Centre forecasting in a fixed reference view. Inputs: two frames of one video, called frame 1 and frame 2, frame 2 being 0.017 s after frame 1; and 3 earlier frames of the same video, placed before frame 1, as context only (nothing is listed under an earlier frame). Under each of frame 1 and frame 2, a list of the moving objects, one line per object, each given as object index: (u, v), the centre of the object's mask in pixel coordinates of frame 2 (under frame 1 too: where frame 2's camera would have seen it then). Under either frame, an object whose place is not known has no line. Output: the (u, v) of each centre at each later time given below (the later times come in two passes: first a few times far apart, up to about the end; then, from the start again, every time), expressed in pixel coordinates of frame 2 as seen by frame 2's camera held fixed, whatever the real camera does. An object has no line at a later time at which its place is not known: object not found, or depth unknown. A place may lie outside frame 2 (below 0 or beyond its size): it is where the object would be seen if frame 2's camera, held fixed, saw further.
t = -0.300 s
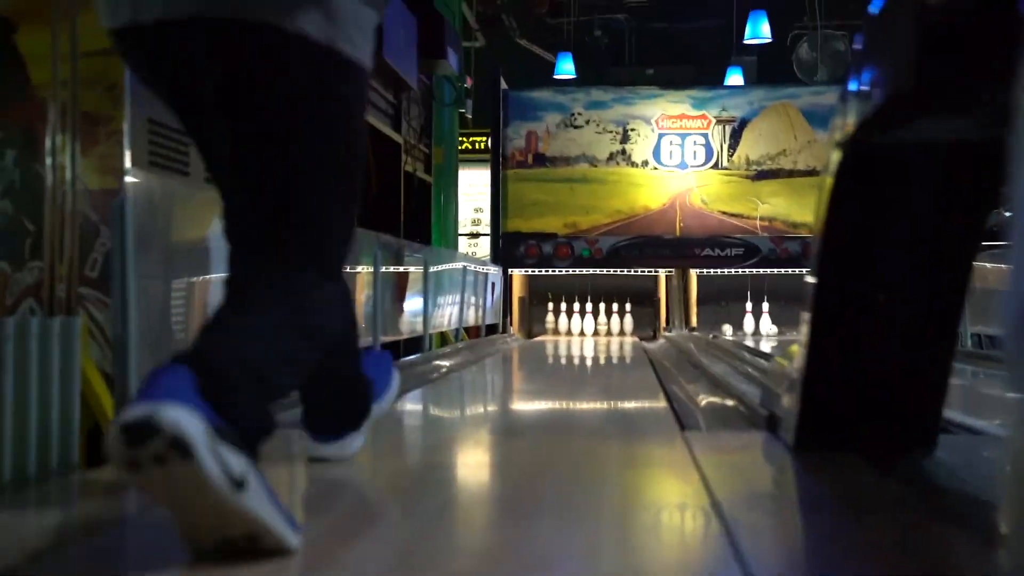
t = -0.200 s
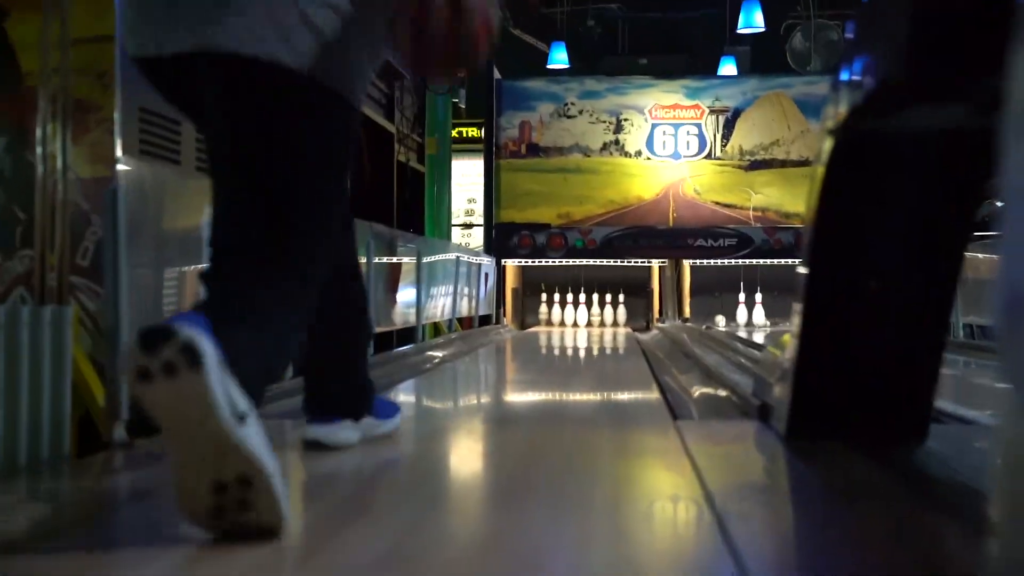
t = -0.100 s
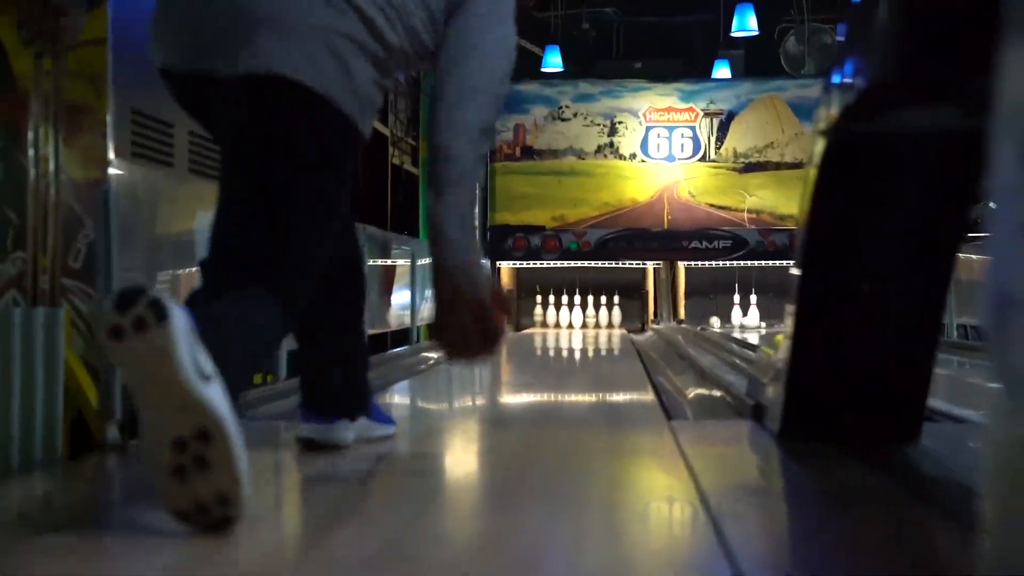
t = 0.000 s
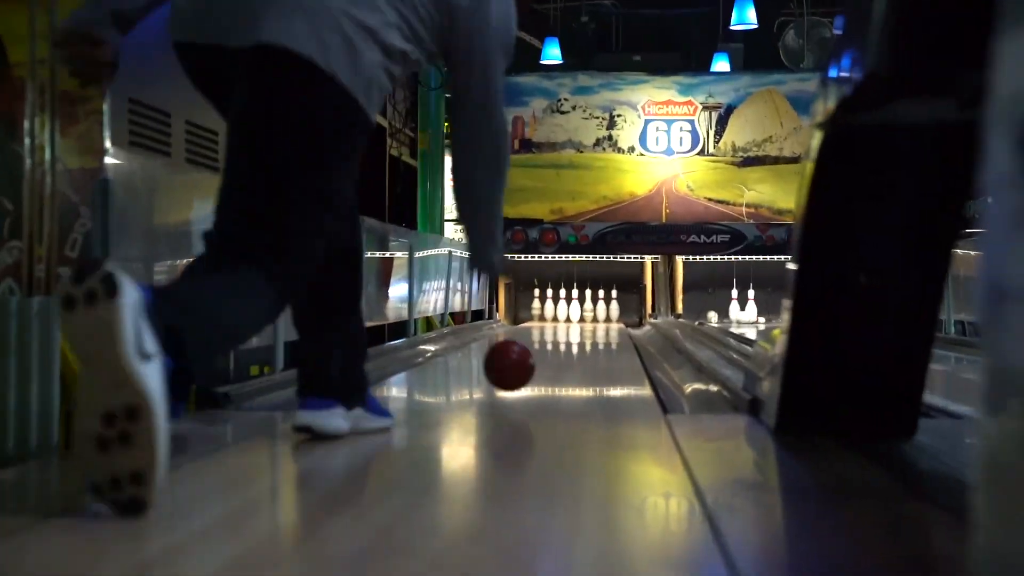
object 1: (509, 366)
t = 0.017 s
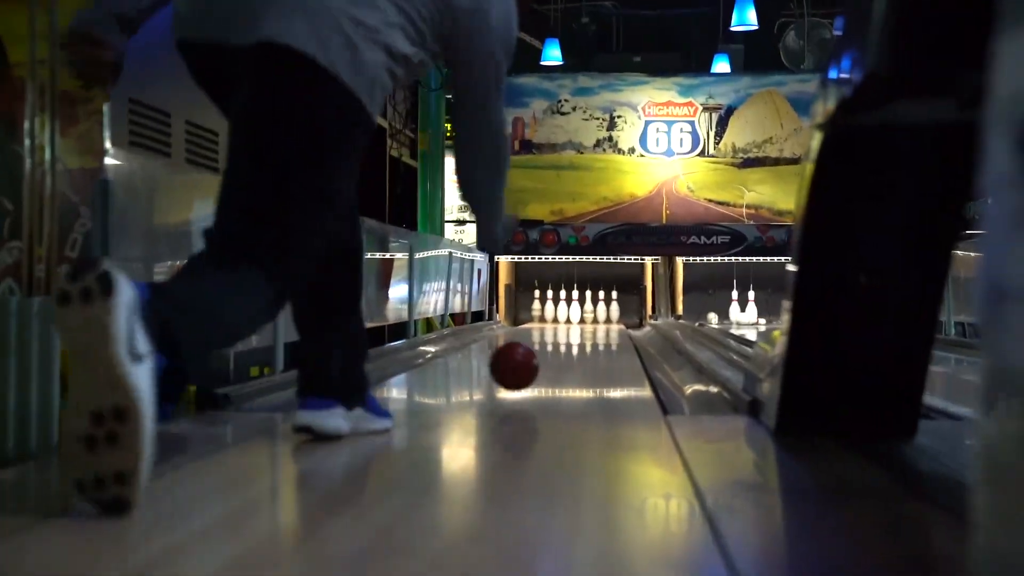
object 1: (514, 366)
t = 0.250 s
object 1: (554, 338)
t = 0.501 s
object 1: (573, 323)
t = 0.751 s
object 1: (584, 317)
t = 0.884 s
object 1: (619, 316)
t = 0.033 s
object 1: (519, 366)
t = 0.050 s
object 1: (523, 367)
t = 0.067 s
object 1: (527, 362)
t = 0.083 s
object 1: (531, 359)
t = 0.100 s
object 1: (534, 357)
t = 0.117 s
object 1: (537, 353)
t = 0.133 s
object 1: (540, 349)
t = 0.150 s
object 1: (542, 347)
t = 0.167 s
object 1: (544, 345)
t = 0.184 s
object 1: (547, 344)
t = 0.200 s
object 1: (549, 343)
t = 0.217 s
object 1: (551, 341)
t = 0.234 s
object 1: (553, 340)
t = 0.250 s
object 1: (554, 338)
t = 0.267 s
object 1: (556, 337)
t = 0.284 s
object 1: (558, 336)
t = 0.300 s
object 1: (559, 334)
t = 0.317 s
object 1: (560, 333)
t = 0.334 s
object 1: (562, 332)
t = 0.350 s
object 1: (563, 331)
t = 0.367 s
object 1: (564, 330)
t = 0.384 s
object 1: (566, 329)
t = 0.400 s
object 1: (567, 328)
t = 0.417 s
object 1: (568, 328)
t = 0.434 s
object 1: (569, 327)
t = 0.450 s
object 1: (570, 326)
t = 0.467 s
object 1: (571, 326)
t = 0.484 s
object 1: (572, 325)
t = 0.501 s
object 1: (573, 323)
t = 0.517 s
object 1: (574, 322)
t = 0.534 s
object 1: (574, 321)
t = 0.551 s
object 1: (575, 321)
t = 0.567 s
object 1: (576, 322)
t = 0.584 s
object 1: (577, 321)
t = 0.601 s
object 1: (578, 320)
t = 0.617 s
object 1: (579, 320)
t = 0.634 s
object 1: (579, 320)
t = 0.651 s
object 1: (580, 319)
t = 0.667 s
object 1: (581, 319)
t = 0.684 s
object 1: (582, 319)
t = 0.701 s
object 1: (582, 318)
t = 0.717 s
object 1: (583, 318)
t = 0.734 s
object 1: (584, 318)
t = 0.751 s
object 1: (584, 317)
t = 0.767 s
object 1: (585, 317)
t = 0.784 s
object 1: (586, 317)
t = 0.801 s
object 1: (586, 317)
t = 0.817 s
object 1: (592, 316)
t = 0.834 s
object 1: (598, 316)
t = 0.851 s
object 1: (605, 316)
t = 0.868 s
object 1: (612, 316)
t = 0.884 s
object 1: (619, 316)
